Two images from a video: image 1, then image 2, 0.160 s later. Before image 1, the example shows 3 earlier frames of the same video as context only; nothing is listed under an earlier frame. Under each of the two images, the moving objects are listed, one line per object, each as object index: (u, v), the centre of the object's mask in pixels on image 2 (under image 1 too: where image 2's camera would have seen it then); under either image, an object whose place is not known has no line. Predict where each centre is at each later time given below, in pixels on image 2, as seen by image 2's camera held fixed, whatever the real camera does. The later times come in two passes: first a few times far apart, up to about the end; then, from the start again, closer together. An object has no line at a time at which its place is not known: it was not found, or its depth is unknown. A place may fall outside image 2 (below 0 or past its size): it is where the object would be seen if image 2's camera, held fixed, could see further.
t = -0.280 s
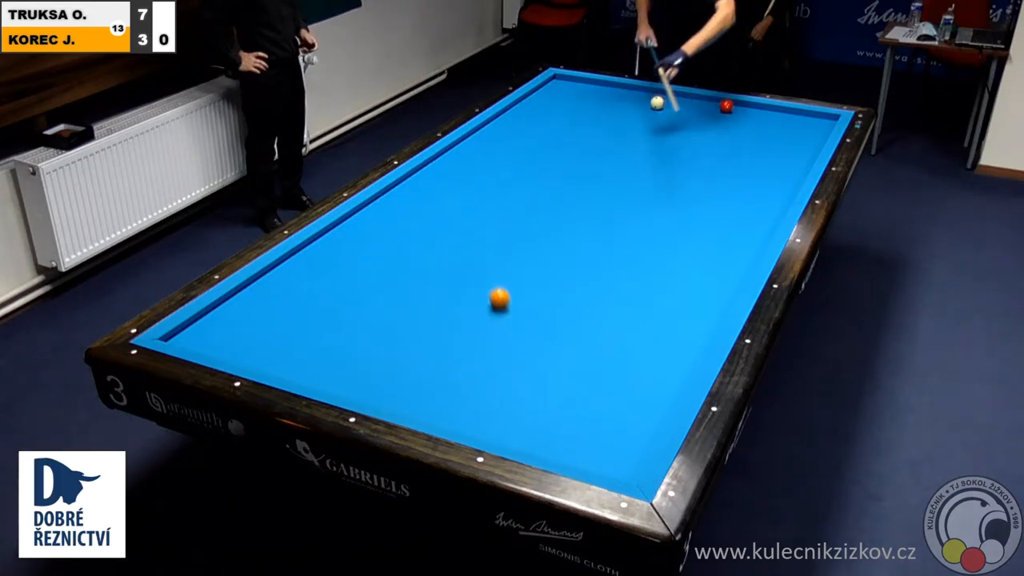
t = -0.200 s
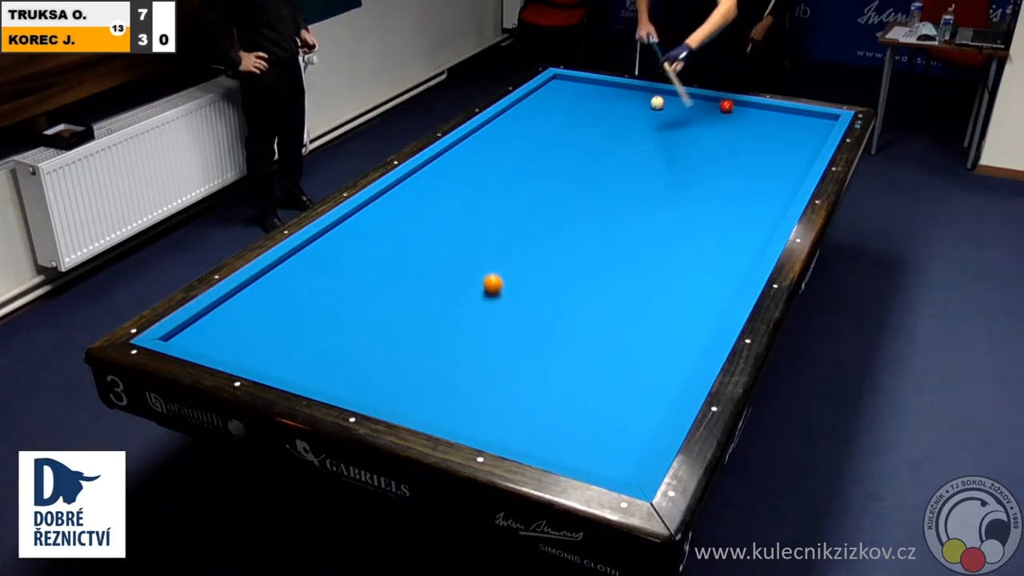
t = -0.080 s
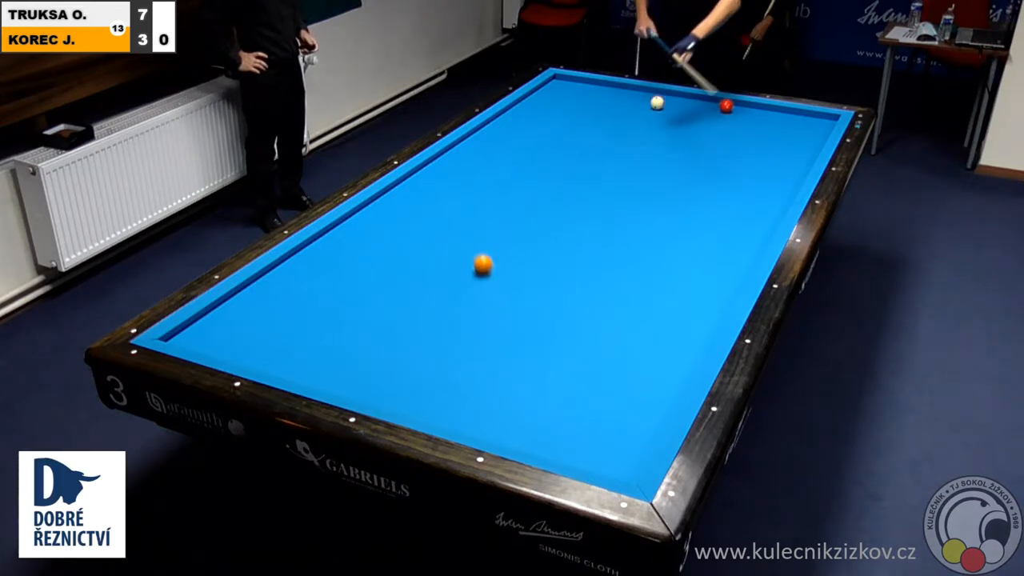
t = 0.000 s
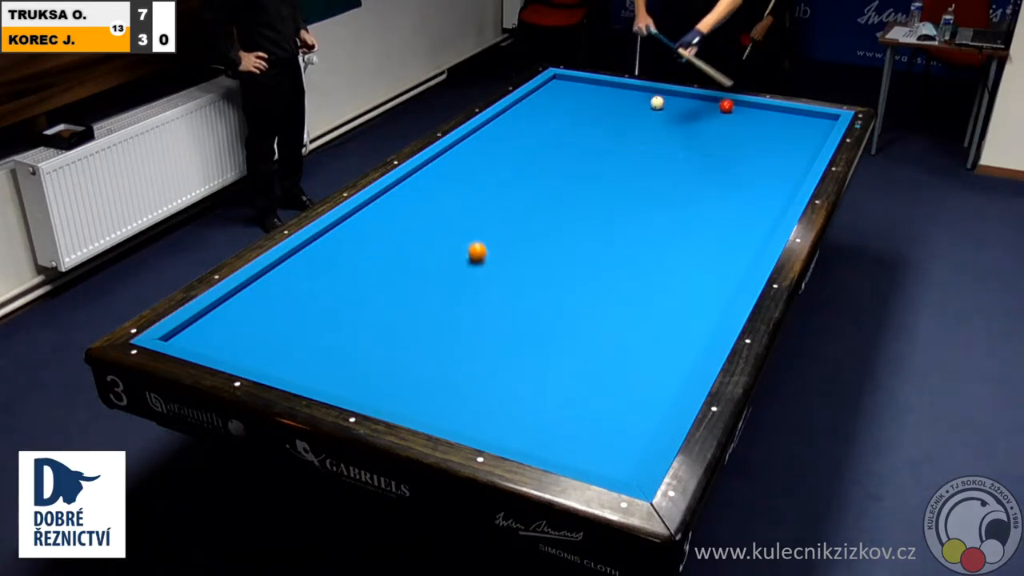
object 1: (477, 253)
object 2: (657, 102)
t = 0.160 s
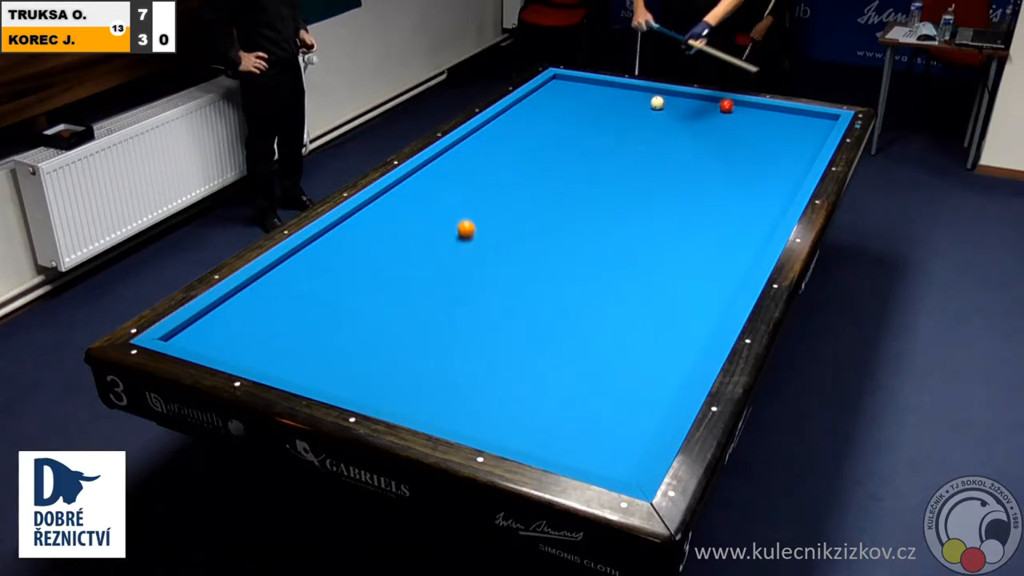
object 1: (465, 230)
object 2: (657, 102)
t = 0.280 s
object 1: (458, 215)
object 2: (657, 102)
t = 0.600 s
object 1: (440, 177)
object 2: (657, 102)
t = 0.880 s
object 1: (457, 156)
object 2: (657, 102)
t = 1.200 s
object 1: (510, 143)
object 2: (657, 102)
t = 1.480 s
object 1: (553, 131)
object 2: (657, 102)
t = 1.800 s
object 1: (598, 119)
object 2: (657, 102)
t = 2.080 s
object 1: (635, 110)
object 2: (657, 102)
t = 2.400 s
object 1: (656, 106)
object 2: (672, 97)
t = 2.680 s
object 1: (668, 105)
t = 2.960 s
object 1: (677, 106)
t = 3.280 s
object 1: (685, 110)
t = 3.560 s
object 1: (691, 113)
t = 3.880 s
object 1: (697, 117)
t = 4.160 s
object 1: (702, 121)
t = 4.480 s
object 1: (708, 124)
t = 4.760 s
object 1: (712, 126)
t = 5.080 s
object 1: (717, 129)
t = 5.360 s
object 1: (720, 131)
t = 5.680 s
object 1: (724, 133)
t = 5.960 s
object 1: (727, 135)
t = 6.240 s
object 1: (729, 136)
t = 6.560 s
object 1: (731, 137)
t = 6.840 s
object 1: (732, 138)
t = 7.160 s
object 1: (733, 138)
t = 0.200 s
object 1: (463, 225)
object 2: (657, 102)
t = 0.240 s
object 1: (460, 220)
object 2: (657, 102)
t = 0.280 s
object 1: (458, 215)
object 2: (657, 102)
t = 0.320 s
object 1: (456, 210)
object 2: (657, 102)
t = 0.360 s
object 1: (453, 204)
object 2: (657, 102)
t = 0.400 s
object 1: (451, 200)
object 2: (657, 102)
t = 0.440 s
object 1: (448, 195)
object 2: (657, 102)
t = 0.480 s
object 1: (446, 190)
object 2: (657, 102)
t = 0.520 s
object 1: (444, 186)
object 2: (657, 102)
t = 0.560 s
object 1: (442, 182)
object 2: (657, 102)
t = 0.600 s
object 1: (440, 177)
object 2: (657, 102)
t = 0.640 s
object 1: (438, 173)
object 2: (657, 102)
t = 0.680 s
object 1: (436, 169)
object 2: (657, 102)
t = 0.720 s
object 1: (434, 165)
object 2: (657, 102)
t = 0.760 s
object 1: (434, 161)
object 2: (657, 102)
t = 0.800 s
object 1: (442, 160)
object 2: (657, 102)
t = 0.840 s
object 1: (451, 158)
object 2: (657, 102)
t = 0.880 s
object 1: (457, 156)
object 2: (657, 102)
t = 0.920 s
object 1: (464, 154)
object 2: (657, 102)
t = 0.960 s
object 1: (471, 153)
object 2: (657, 102)
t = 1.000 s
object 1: (478, 151)
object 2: (657, 102)
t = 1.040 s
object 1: (485, 149)
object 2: (657, 102)
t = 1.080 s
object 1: (491, 147)
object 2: (657, 102)
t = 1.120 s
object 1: (497, 146)
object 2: (657, 102)
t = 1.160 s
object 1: (504, 144)
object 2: (657, 102)
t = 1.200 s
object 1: (510, 143)
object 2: (657, 102)
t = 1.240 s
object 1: (517, 141)
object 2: (657, 102)
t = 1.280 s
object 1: (523, 139)
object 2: (657, 102)
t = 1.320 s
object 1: (529, 137)
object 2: (657, 102)
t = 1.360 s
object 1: (535, 136)
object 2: (657, 102)
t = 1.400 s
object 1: (541, 134)
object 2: (657, 102)
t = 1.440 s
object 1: (547, 133)
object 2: (657, 102)
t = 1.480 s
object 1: (553, 131)
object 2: (657, 102)
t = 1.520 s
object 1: (559, 130)
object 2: (657, 102)
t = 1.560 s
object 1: (565, 128)
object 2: (657, 102)
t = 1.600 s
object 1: (570, 127)
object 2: (657, 102)
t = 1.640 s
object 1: (576, 125)
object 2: (657, 102)
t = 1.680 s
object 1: (581, 124)
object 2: (657, 102)
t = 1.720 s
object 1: (587, 122)
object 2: (657, 102)
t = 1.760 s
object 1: (593, 121)
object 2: (657, 102)
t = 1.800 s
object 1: (598, 119)
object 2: (657, 102)
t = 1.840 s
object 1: (604, 118)
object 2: (657, 102)
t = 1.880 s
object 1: (609, 116)
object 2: (657, 102)
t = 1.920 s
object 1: (614, 115)
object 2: (657, 102)
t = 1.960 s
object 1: (619, 114)
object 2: (657, 102)
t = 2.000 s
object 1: (625, 112)
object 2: (657, 103)
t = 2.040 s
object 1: (630, 111)
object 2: (657, 102)
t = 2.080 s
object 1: (635, 110)
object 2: (657, 102)
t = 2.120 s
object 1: (640, 108)
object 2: (657, 102)
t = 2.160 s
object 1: (644, 107)
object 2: (657, 102)
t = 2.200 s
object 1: (648, 106)
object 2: (659, 102)
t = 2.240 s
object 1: (649, 106)
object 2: (662, 101)
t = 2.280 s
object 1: (651, 106)
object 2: (665, 100)
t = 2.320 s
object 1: (653, 106)
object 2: (668, 99)
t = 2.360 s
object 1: (654, 106)
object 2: (670, 98)
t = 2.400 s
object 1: (656, 106)
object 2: (672, 97)
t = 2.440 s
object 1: (658, 105)
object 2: (675, 96)
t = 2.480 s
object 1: (660, 106)
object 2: (678, 95)
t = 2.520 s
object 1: (661, 105)
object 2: (680, 94)
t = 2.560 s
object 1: (663, 105)
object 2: (681, 94)
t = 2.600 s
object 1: (665, 105)
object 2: (681, 95)
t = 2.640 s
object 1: (666, 105)
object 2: (681, 96)
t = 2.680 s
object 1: (668, 105)
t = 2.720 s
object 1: (669, 105)
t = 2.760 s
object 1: (671, 105)
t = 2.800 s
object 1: (672, 105)
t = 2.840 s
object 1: (673, 105)
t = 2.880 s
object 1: (675, 105)
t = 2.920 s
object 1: (676, 105)
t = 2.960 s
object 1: (677, 106)
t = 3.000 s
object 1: (678, 106)
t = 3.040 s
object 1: (679, 107)
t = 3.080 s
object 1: (680, 108)
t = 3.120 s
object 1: (681, 108)
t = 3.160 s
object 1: (682, 109)
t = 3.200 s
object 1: (683, 109)
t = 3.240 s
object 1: (684, 109)
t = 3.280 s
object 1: (685, 110)
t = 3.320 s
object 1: (686, 110)
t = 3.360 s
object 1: (686, 111)
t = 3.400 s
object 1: (688, 111)
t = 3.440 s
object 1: (688, 112)
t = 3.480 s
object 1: (689, 112)
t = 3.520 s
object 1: (690, 113)
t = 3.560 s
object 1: (691, 113)
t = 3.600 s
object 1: (691, 114)
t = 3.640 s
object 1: (692, 114)
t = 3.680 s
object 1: (693, 115)
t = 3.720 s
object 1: (694, 115)
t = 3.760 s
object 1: (695, 116)
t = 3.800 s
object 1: (695, 116)
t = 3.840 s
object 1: (696, 116)
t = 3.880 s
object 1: (697, 117)
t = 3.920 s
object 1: (698, 117)
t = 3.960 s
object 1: (699, 119)
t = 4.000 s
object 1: (700, 119)
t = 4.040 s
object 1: (700, 119)
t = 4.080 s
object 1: (701, 120)
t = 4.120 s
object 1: (702, 120)
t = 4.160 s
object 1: (702, 121)
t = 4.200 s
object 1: (703, 121)
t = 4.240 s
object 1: (704, 121)
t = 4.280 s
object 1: (705, 122)
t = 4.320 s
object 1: (705, 122)
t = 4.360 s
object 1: (706, 123)
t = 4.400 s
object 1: (706, 123)
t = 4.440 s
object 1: (707, 123)
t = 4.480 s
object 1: (708, 124)
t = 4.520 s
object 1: (708, 124)
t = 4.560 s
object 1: (709, 124)
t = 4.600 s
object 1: (710, 125)
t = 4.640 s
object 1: (710, 125)
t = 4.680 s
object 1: (711, 126)
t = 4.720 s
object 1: (711, 126)
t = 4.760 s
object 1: (712, 126)
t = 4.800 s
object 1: (712, 127)
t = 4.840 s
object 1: (713, 127)
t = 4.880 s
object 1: (714, 127)
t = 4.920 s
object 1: (714, 128)
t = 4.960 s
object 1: (715, 128)
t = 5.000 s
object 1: (715, 128)
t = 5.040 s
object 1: (716, 129)
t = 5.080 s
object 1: (717, 129)
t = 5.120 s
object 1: (717, 129)
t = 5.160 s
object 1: (718, 129)
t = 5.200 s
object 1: (718, 130)
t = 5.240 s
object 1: (719, 130)
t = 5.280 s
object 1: (719, 130)
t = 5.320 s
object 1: (720, 131)
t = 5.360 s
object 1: (720, 131)
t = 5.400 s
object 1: (721, 131)
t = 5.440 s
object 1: (721, 131)
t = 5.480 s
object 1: (722, 132)
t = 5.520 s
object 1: (722, 132)
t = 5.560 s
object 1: (723, 132)
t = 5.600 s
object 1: (723, 132)
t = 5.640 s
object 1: (723, 133)
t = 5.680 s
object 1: (724, 133)
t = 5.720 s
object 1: (724, 133)
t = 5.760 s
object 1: (725, 133)
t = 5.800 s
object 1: (725, 134)
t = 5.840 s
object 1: (725, 134)
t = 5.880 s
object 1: (726, 134)
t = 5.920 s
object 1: (726, 134)
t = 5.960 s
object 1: (727, 135)
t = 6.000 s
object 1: (727, 135)
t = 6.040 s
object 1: (727, 135)
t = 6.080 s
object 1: (728, 135)
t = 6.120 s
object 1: (728, 135)
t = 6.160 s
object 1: (728, 135)
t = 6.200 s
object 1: (729, 135)
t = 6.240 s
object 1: (729, 136)
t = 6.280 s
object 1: (729, 136)
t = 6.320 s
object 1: (730, 136)
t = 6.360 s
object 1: (730, 136)
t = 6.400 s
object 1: (730, 136)
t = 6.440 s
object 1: (730, 136)
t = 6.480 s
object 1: (731, 137)
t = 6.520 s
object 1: (731, 137)
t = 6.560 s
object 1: (731, 137)
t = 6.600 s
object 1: (731, 137)
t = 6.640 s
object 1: (732, 137)
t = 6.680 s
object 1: (732, 137)
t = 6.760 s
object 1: (732, 137)
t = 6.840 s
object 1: (732, 138)
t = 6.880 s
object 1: (732, 138)
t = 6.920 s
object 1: (732, 138)
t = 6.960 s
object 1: (733, 138)
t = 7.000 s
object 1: (733, 138)
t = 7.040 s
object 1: (733, 138)
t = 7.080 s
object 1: (733, 138)
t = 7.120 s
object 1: (733, 138)
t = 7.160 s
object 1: (733, 138)
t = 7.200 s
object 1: (733, 138)
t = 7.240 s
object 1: (733, 138)
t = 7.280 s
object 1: (733, 138)
